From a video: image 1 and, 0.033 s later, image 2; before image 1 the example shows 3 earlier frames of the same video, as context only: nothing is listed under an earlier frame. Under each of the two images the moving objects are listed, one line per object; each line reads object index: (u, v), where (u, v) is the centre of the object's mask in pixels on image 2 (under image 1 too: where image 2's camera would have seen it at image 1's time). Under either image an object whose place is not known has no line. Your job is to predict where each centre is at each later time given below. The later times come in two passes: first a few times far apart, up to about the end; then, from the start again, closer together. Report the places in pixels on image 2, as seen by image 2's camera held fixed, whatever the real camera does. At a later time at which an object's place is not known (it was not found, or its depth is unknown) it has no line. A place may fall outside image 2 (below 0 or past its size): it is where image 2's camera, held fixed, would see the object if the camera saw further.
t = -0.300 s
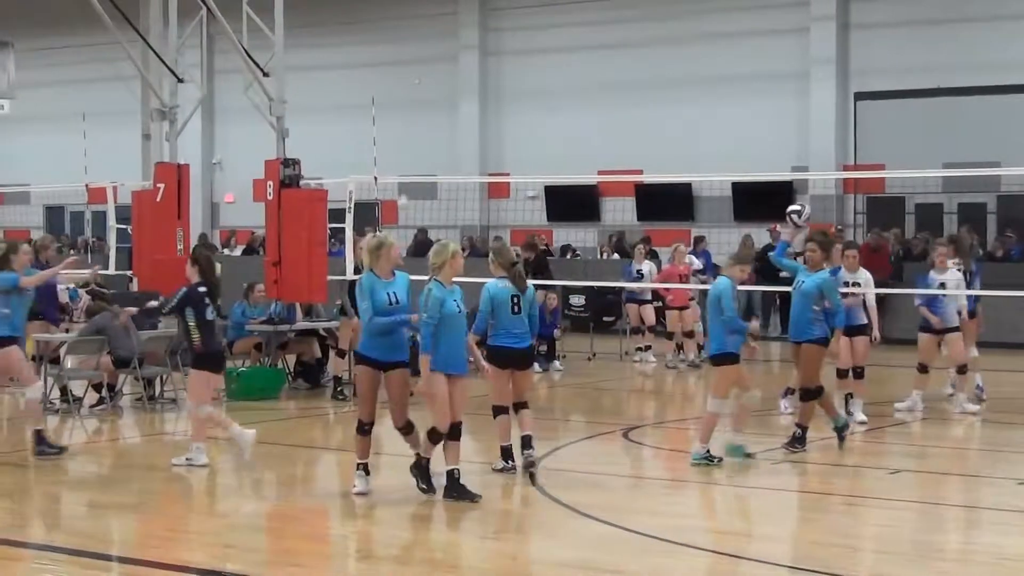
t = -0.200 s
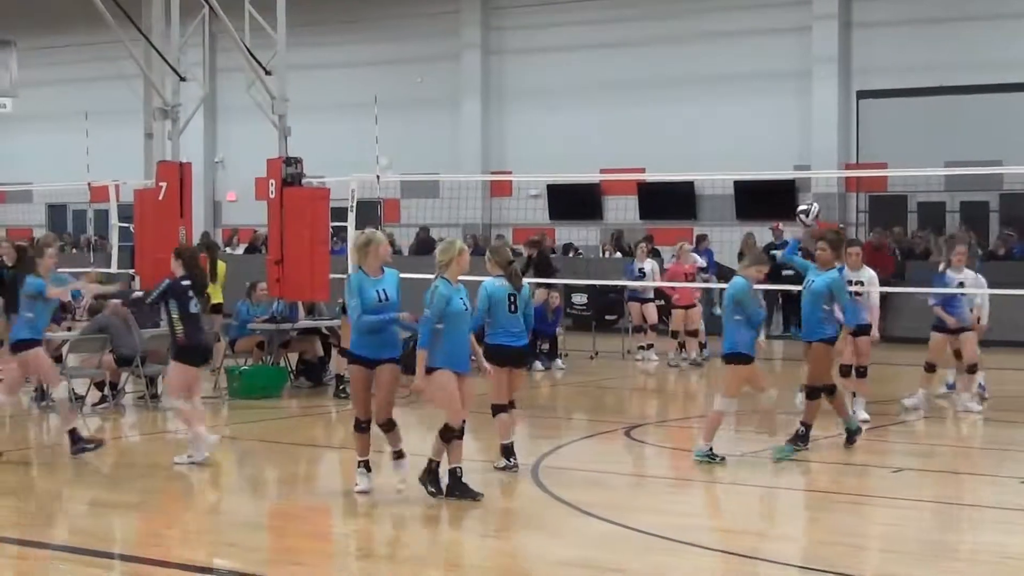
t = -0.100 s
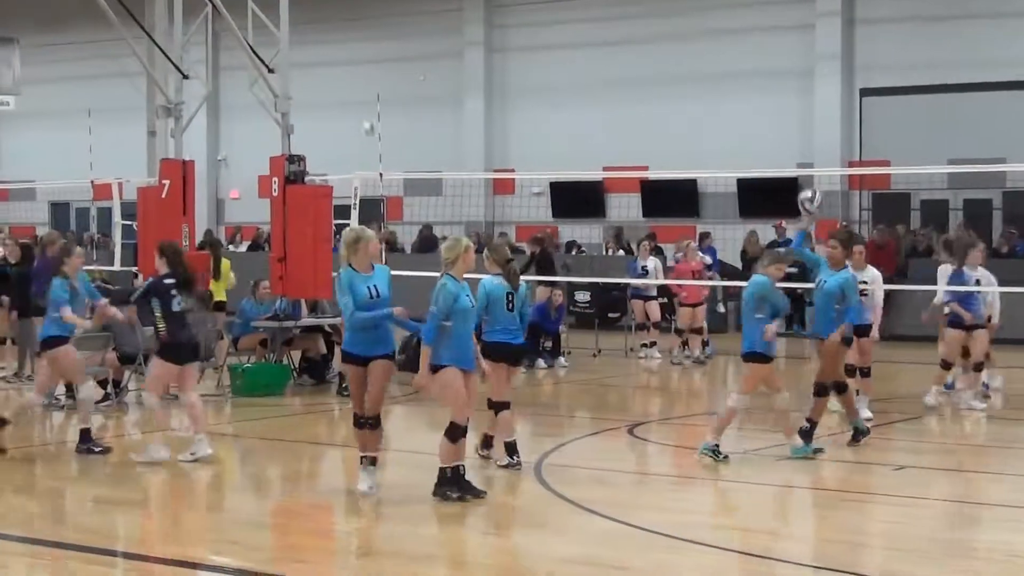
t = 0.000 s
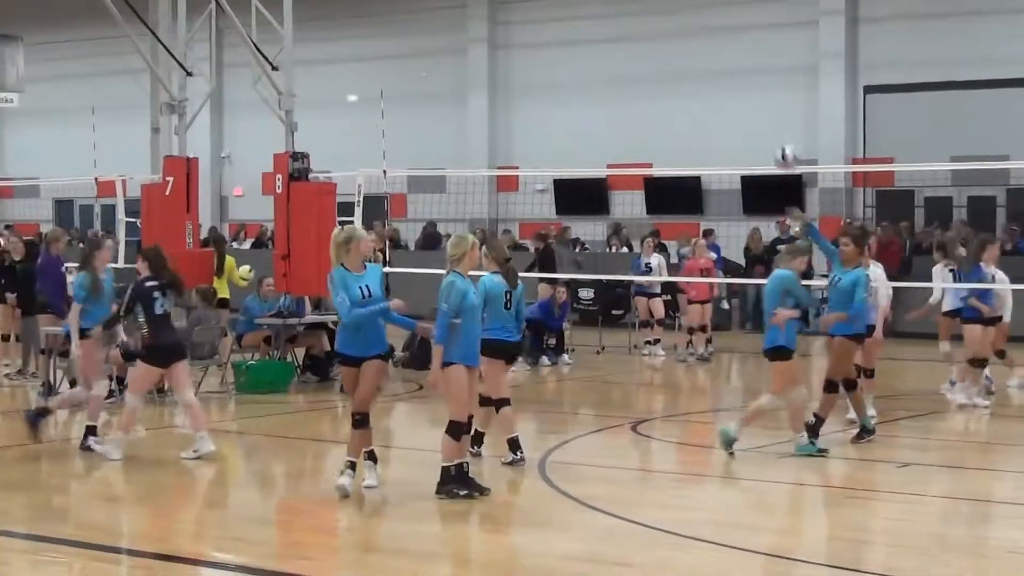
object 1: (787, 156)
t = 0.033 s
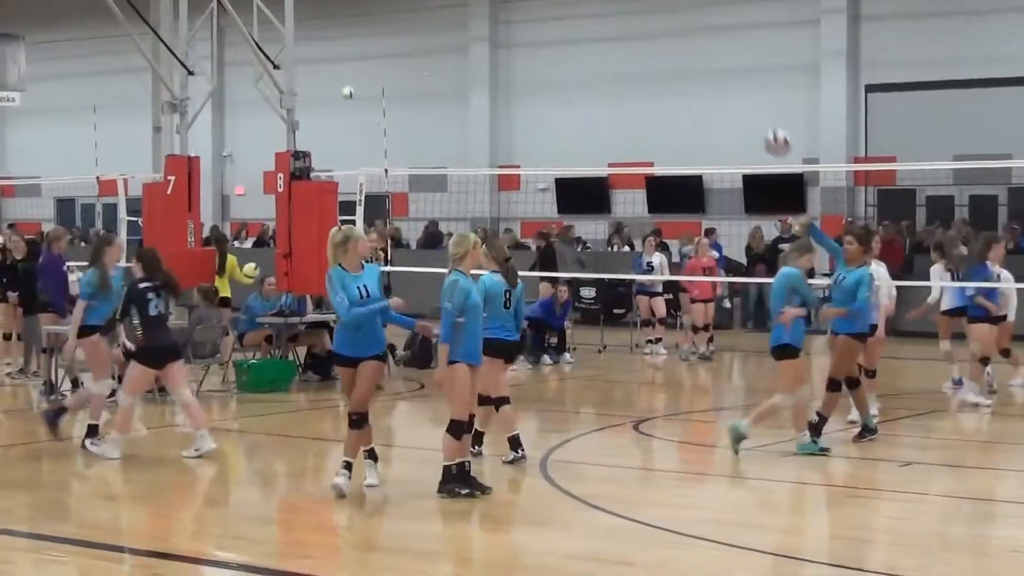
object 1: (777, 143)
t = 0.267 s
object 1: (695, 81)
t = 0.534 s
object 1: (590, 93)
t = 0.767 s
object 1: (492, 185)
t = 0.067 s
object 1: (764, 131)
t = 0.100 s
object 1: (754, 118)
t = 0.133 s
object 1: (743, 110)
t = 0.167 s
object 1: (730, 99)
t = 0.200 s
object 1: (718, 92)
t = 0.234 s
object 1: (707, 87)
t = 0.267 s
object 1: (695, 81)
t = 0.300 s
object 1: (682, 78)
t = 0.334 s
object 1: (668, 75)
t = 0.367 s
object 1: (656, 74)
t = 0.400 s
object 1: (643, 75)
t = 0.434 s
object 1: (631, 77)
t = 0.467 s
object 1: (618, 80)
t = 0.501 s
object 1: (604, 86)
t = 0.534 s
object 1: (590, 93)
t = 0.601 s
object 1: (565, 111)
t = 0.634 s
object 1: (549, 122)
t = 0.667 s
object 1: (535, 135)
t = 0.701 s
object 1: (520, 151)
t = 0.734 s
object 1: (503, 169)
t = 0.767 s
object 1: (492, 185)
